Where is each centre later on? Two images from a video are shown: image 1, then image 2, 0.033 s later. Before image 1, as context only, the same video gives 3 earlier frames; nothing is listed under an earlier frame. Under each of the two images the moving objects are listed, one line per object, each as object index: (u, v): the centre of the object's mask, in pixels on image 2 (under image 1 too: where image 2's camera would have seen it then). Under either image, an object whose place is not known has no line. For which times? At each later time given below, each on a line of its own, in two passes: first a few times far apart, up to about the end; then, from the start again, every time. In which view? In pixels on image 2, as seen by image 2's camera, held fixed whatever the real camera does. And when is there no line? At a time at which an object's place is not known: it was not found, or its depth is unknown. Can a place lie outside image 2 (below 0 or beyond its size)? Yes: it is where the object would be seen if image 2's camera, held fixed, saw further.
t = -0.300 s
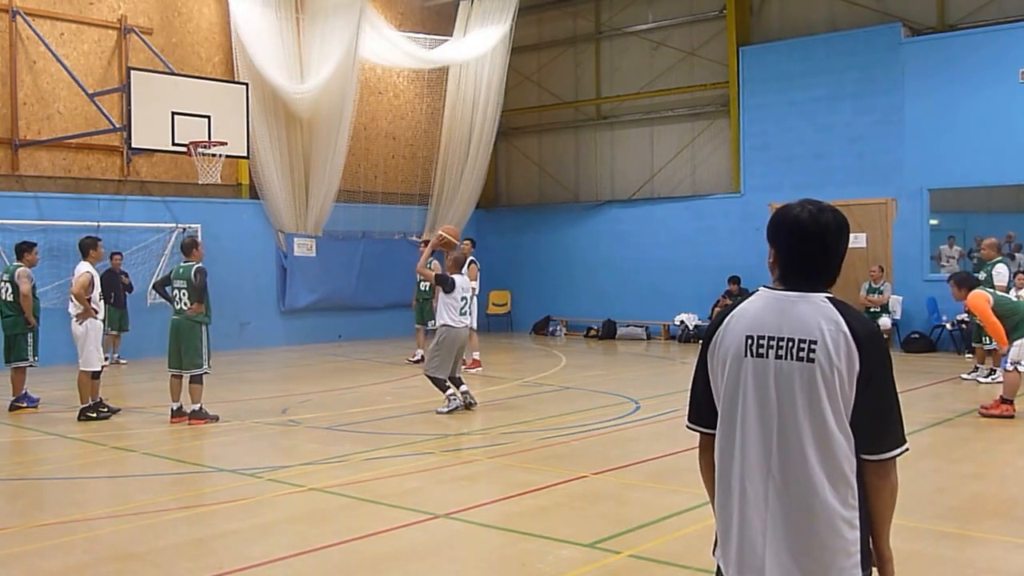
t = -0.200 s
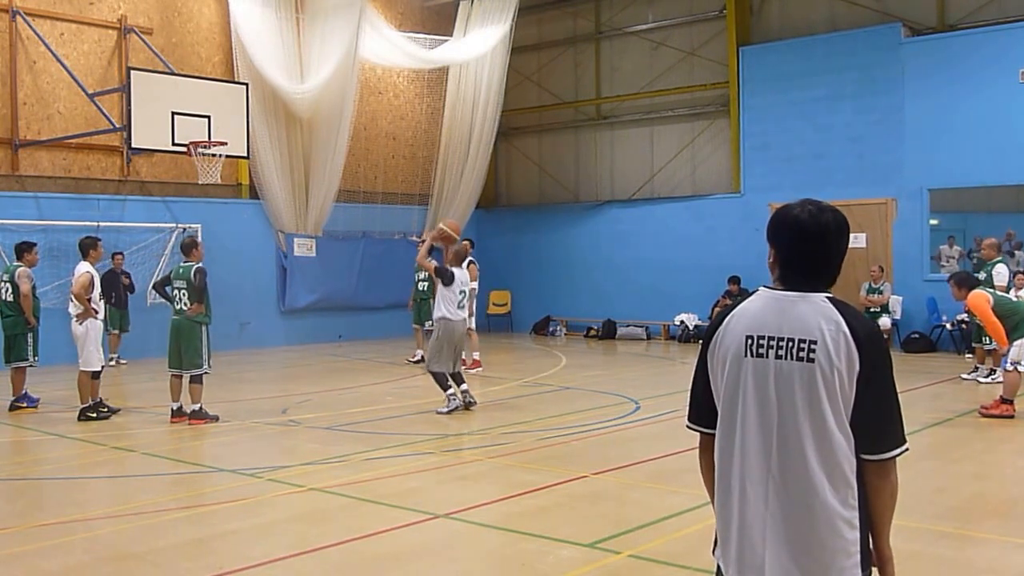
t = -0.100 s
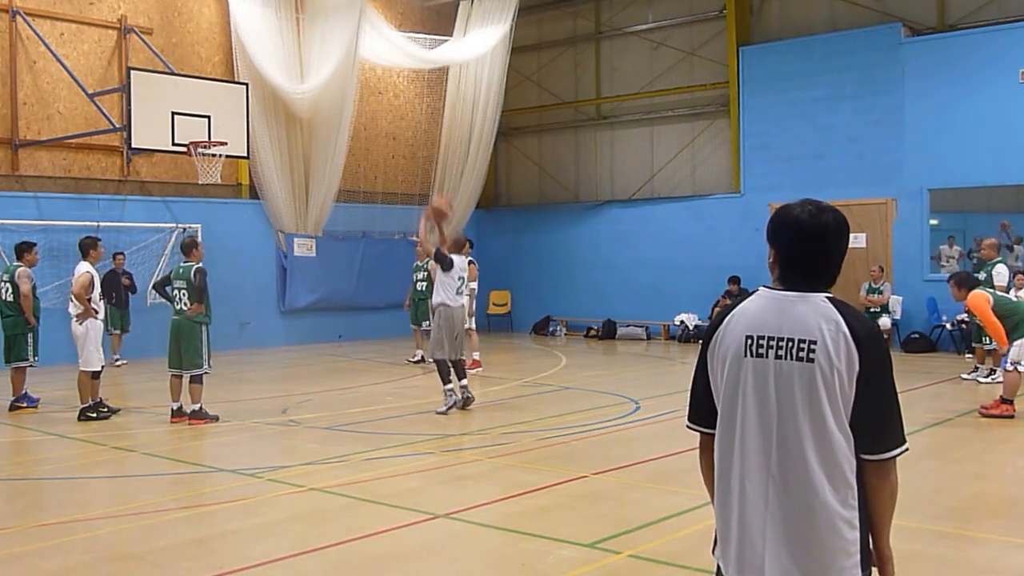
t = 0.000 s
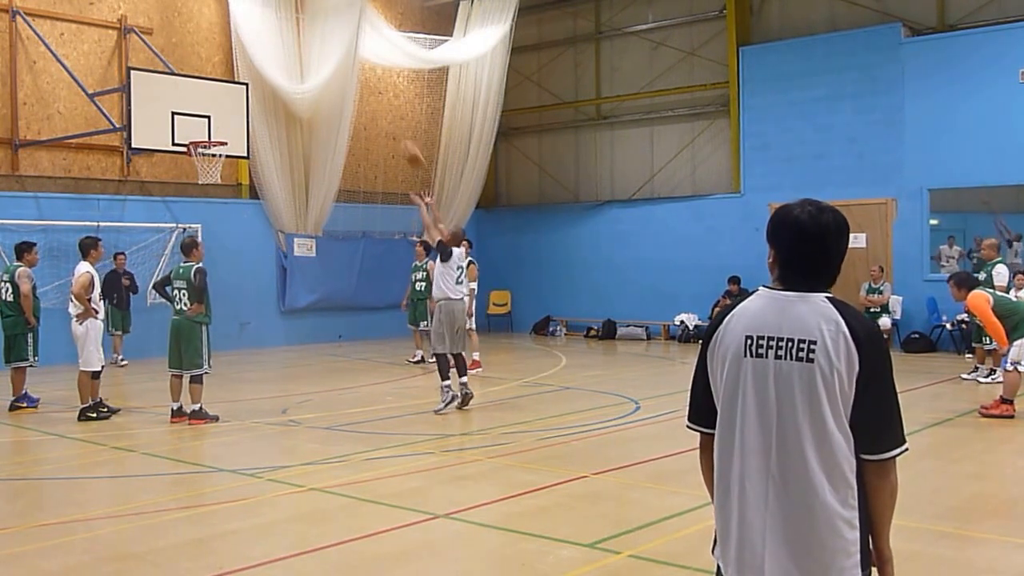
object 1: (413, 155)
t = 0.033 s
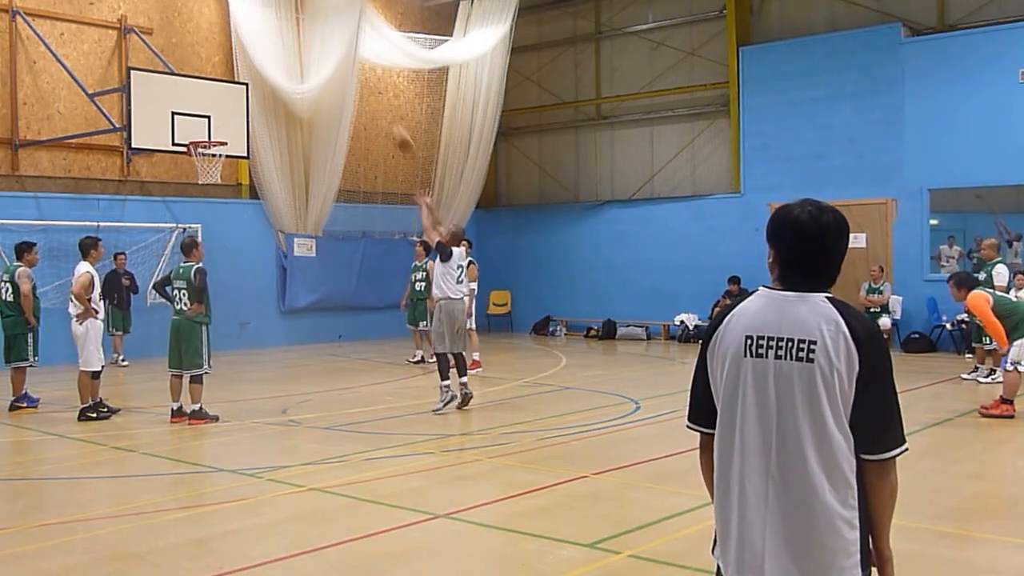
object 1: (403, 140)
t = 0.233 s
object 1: (347, 75)
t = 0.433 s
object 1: (300, 50)
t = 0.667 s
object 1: (251, 66)
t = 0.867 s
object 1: (213, 111)
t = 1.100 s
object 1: (222, 156)
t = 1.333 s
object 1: (218, 155)
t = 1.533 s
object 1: (200, 176)
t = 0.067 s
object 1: (392, 126)
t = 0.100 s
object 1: (383, 113)
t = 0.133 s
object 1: (372, 100)
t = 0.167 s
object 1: (363, 92)
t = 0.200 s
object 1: (355, 84)
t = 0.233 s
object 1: (347, 75)
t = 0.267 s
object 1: (338, 69)
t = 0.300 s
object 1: (330, 62)
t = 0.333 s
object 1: (322, 58)
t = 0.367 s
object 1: (315, 54)
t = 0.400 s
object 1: (307, 52)
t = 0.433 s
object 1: (300, 50)
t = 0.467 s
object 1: (292, 51)
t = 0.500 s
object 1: (285, 50)
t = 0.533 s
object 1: (278, 52)
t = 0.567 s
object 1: (271, 54)
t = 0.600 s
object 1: (264, 58)
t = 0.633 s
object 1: (257, 61)
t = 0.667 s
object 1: (251, 66)
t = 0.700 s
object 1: (245, 71)
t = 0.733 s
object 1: (237, 78)
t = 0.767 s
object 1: (232, 84)
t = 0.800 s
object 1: (226, 93)
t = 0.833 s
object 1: (220, 102)
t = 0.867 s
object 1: (213, 111)
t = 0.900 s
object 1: (207, 121)
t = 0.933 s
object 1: (201, 132)
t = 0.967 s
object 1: (198, 137)
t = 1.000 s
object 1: (204, 139)
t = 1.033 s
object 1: (215, 150)
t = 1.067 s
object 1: (221, 151)
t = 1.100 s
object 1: (222, 156)
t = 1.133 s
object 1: (225, 158)
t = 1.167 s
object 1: (225, 157)
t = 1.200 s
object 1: (224, 156)
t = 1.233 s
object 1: (223, 156)
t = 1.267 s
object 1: (223, 157)
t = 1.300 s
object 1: (220, 155)
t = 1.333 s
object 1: (218, 155)
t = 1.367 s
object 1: (212, 163)
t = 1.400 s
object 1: (211, 163)
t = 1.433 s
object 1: (207, 166)
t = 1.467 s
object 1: (206, 170)
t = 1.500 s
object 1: (202, 173)
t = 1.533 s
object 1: (200, 176)
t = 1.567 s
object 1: (200, 181)
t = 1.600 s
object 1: (198, 183)
